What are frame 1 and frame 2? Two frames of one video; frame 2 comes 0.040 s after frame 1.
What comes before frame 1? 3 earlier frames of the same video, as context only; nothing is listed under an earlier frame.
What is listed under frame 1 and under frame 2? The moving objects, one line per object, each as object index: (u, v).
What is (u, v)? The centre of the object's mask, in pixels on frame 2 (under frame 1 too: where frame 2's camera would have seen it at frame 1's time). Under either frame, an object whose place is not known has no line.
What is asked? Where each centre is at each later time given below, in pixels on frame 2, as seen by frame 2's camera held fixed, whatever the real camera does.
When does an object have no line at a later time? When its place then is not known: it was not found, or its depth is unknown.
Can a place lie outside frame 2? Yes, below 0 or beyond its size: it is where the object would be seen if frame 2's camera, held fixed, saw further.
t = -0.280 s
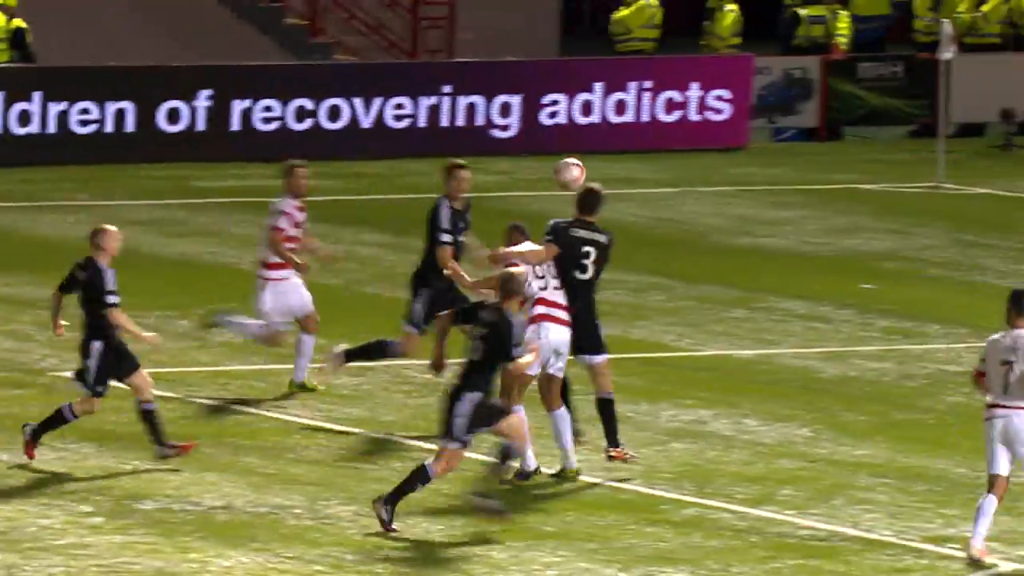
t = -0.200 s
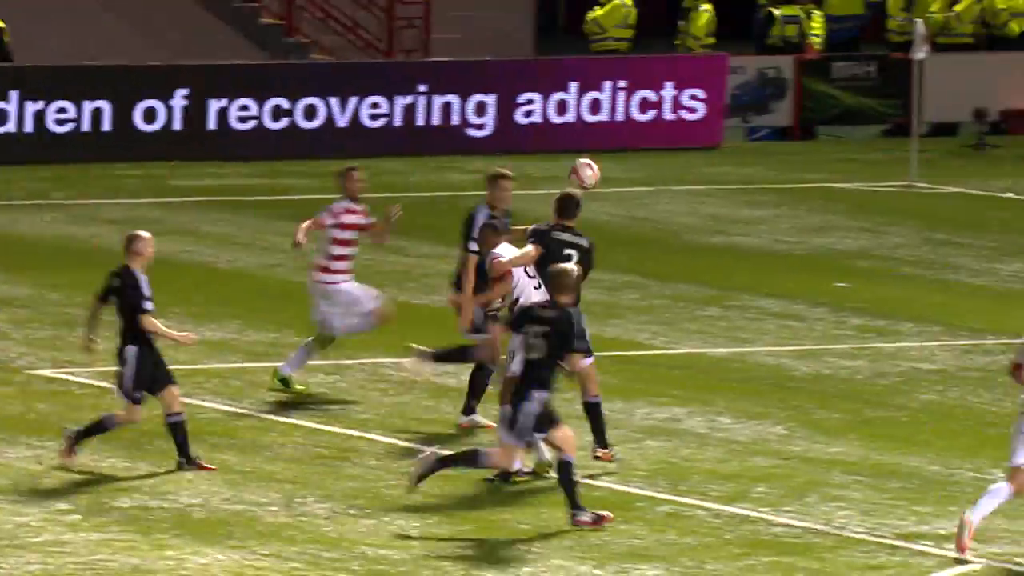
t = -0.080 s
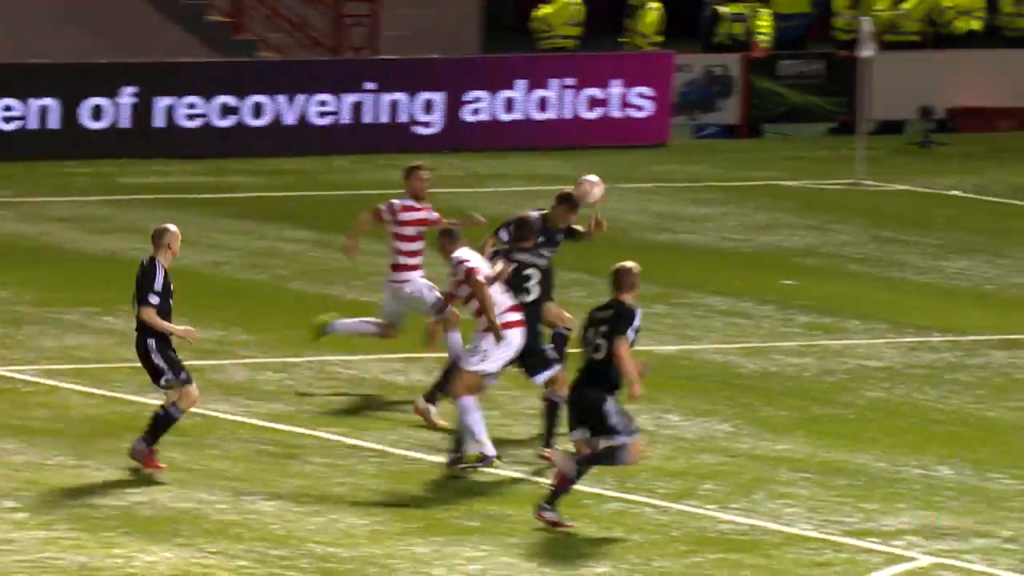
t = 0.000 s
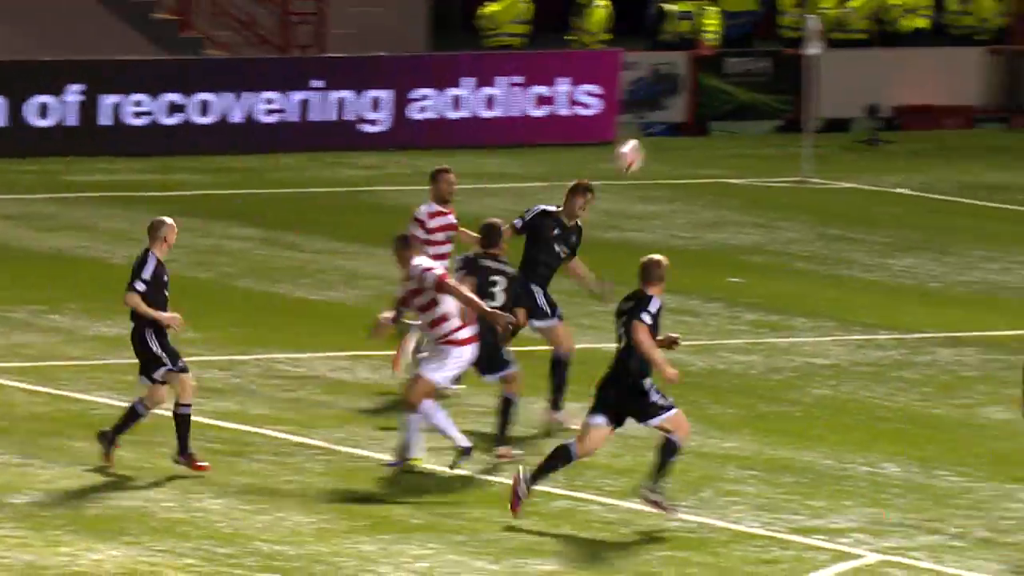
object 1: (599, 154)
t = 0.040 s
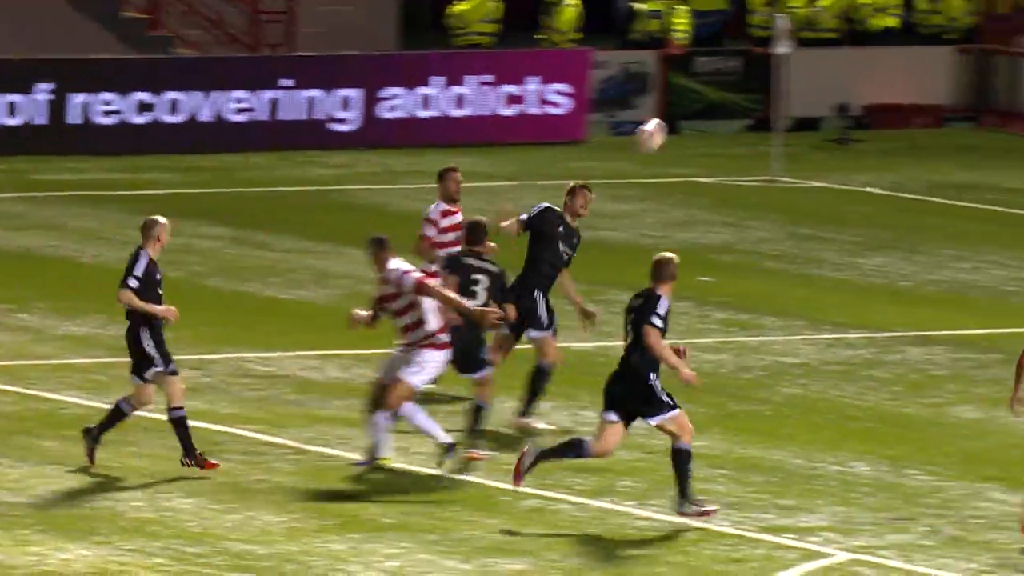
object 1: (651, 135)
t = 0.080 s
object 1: (704, 119)
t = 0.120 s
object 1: (757, 103)
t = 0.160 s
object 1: (814, 87)
